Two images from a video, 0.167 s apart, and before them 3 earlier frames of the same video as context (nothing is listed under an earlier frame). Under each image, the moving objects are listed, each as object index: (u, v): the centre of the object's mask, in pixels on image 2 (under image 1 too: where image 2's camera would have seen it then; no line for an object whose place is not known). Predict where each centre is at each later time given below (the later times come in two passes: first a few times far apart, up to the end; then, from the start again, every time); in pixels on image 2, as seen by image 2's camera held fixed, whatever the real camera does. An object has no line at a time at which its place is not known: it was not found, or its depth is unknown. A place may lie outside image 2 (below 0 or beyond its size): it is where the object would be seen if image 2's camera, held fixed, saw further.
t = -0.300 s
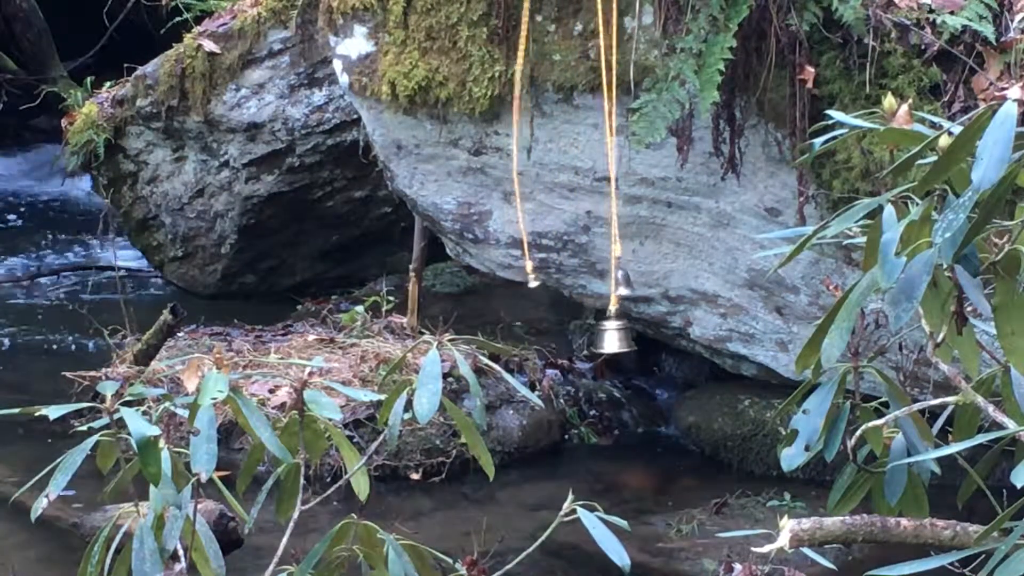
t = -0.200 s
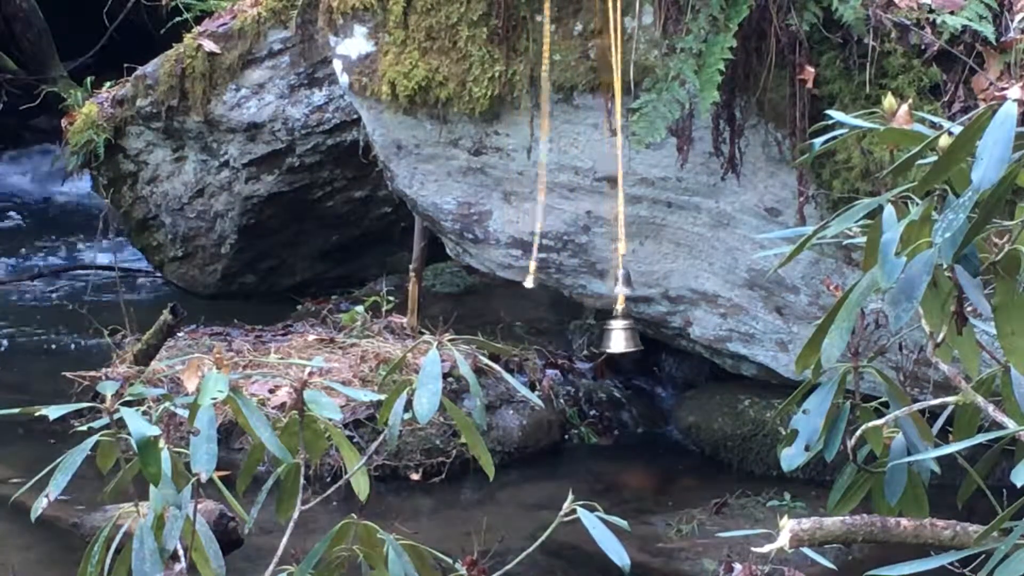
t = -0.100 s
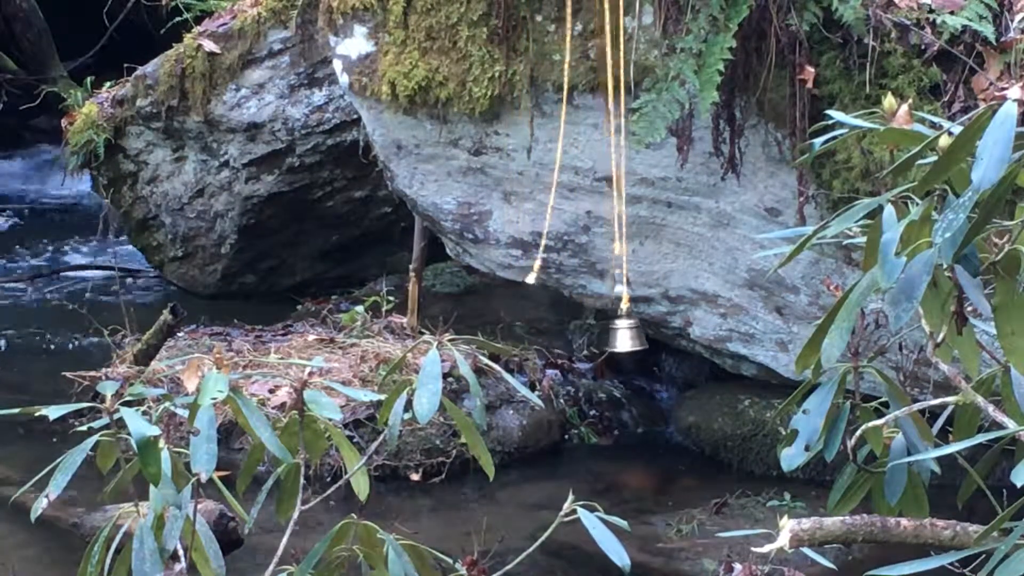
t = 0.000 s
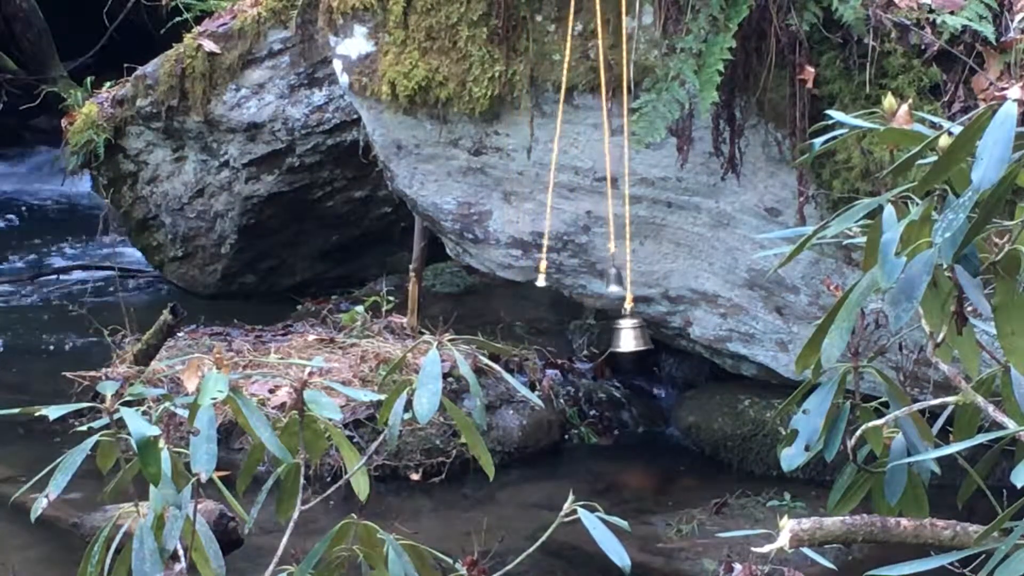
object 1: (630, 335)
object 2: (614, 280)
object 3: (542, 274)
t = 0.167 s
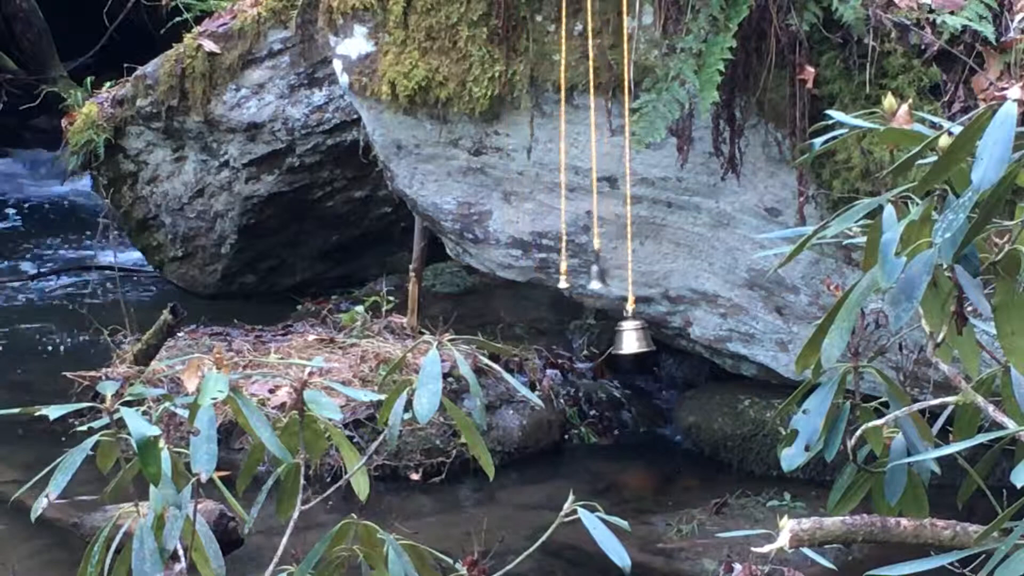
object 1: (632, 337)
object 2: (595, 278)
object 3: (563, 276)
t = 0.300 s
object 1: (630, 341)
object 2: (576, 275)
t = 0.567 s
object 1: (615, 349)
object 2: (533, 273)
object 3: (578, 280)
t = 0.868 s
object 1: (589, 352)
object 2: (496, 272)
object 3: (508, 282)
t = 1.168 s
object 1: (568, 350)
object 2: (475, 278)
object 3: (438, 270)
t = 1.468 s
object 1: (566, 348)
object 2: (467, 281)
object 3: (457, 276)
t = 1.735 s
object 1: (579, 346)
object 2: (480, 286)
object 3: (503, 291)
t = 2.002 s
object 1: (601, 340)
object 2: (510, 288)
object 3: (519, 298)
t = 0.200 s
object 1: (632, 337)
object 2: (591, 276)
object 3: (567, 275)
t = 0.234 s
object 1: (632, 338)
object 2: (586, 276)
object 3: (570, 274)
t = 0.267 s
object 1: (631, 340)
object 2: (582, 276)
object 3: (573, 273)
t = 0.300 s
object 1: (630, 341)
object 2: (576, 275)
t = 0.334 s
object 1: (629, 341)
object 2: (571, 274)
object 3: (582, 273)
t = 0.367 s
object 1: (627, 342)
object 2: (565, 274)
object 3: (584, 275)
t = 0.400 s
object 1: (625, 344)
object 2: (560, 273)
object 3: (585, 275)
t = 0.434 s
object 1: (623, 345)
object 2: (555, 274)
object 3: (585, 275)
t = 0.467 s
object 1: (621, 346)
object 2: (549, 273)
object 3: (585, 278)
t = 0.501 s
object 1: (619, 347)
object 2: (543, 273)
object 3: (584, 278)
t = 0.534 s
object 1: (617, 348)
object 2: (539, 272)
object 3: (581, 279)
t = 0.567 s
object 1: (615, 349)
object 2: (533, 273)
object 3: (578, 280)
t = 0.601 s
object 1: (612, 350)
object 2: (529, 272)
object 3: (573, 280)
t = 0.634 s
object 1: (609, 351)
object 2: (523, 274)
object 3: (568, 281)
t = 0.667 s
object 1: (607, 351)
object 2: (519, 273)
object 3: (561, 281)
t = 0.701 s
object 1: (604, 351)
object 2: (515, 273)
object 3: (554, 281)
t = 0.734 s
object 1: (600, 352)
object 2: (510, 271)
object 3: (545, 283)
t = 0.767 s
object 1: (598, 352)
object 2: (506, 272)
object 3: (536, 282)
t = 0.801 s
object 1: (596, 352)
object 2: (503, 271)
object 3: (527, 281)
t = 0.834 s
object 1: (592, 353)
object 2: (500, 272)
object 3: (518, 282)
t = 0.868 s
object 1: (589, 352)
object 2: (496, 272)
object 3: (508, 282)
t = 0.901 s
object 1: (586, 352)
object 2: (490, 273)
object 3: (499, 282)
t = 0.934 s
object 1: (584, 351)
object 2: (498, 275)
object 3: (488, 279)
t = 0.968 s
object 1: (581, 351)
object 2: (491, 273)
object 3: (478, 280)
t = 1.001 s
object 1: (578, 351)
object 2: (487, 274)
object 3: (469, 278)
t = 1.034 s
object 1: (576, 351)
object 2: (484, 275)
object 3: (461, 276)
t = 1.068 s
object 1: (574, 351)
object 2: (481, 276)
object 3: (453, 275)
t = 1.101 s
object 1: (572, 351)
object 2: (478, 277)
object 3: (447, 273)
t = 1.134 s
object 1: (570, 350)
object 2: (476, 277)
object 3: (442, 271)
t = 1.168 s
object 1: (568, 350)
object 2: (475, 278)
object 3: (438, 270)
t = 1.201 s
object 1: (567, 350)
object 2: (473, 279)
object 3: (435, 270)
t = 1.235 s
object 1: (566, 349)
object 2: (471, 279)
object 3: (434, 269)
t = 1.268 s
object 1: (565, 350)
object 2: (469, 280)
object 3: (434, 270)
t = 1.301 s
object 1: (565, 349)
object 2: (469, 280)
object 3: (436, 270)
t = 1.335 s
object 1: (565, 349)
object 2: (468, 280)
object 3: (439, 271)
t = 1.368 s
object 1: (565, 349)
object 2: (468, 280)
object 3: (444, 272)
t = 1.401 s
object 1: (565, 349)
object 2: (468, 280)
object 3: (448, 274)
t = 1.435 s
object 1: (565, 349)
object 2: (468, 280)
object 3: (454, 271)
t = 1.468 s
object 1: (566, 348)
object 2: (467, 281)
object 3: (457, 276)
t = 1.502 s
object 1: (566, 348)
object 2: (468, 281)
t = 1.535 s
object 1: (567, 348)
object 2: (469, 282)
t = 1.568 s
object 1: (569, 348)
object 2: (467, 282)
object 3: (480, 284)
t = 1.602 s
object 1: (571, 348)
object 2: (469, 282)
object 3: (485, 286)
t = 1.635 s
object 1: (572, 348)
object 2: (471, 283)
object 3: (490, 287)
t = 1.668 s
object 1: (574, 348)
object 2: (473, 284)
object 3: (495, 288)
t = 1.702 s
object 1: (576, 347)
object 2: (476, 285)
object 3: (499, 289)
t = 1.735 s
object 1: (579, 346)
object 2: (480, 286)
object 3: (503, 291)
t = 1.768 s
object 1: (581, 346)
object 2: (483, 287)
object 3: (506, 292)
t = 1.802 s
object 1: (584, 345)
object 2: (487, 287)
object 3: (509, 293)
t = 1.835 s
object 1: (586, 344)
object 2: (491, 288)
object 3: (510, 294)
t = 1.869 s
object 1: (589, 343)
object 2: (494, 288)
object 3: (511, 295)
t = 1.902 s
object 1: (592, 343)
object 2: (498, 288)
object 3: (512, 295)
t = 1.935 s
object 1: (595, 342)
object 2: (503, 289)
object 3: (515, 296)
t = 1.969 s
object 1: (598, 341)
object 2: (506, 289)
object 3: (517, 297)
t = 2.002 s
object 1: (601, 340)
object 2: (510, 288)
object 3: (519, 298)
